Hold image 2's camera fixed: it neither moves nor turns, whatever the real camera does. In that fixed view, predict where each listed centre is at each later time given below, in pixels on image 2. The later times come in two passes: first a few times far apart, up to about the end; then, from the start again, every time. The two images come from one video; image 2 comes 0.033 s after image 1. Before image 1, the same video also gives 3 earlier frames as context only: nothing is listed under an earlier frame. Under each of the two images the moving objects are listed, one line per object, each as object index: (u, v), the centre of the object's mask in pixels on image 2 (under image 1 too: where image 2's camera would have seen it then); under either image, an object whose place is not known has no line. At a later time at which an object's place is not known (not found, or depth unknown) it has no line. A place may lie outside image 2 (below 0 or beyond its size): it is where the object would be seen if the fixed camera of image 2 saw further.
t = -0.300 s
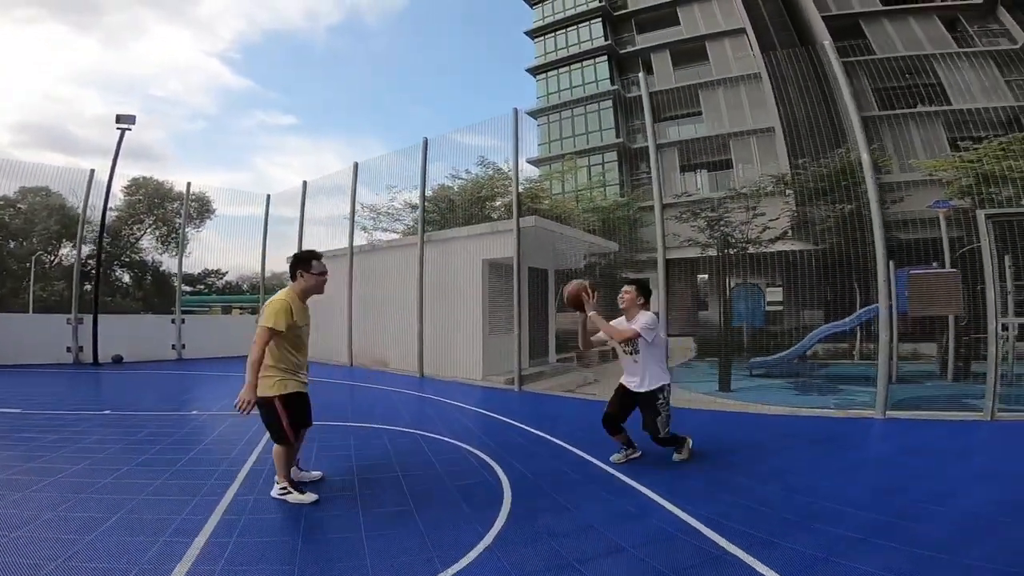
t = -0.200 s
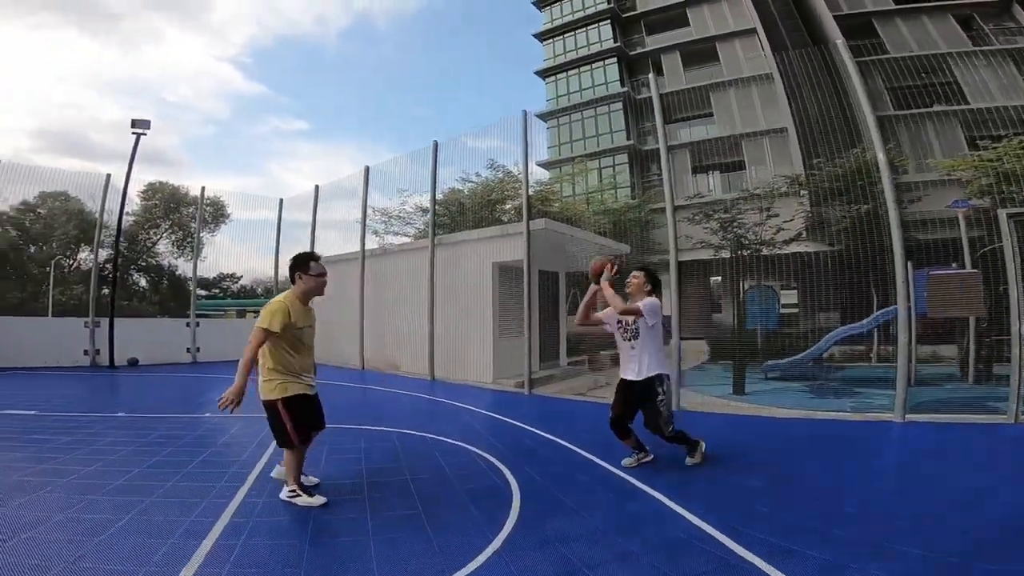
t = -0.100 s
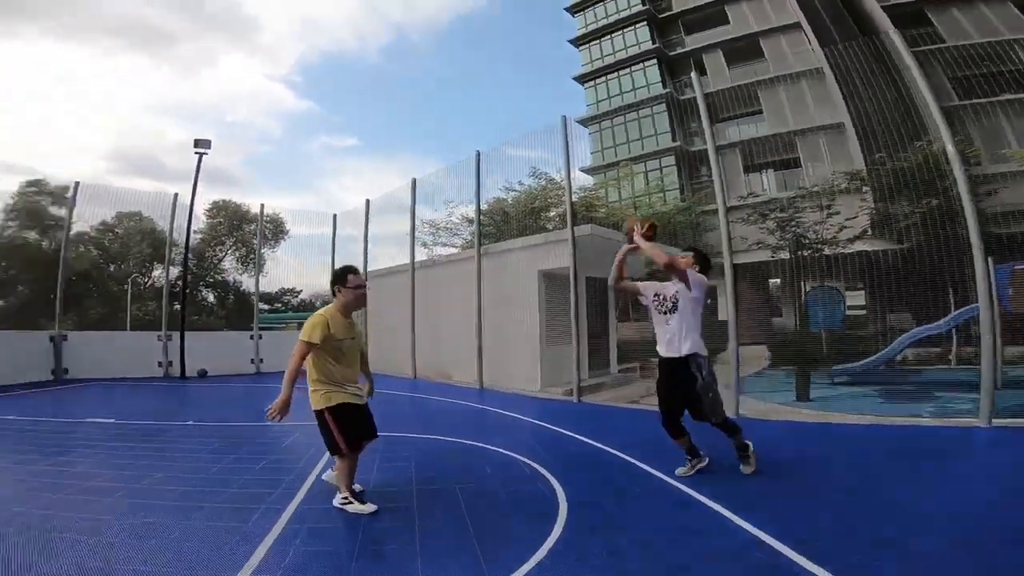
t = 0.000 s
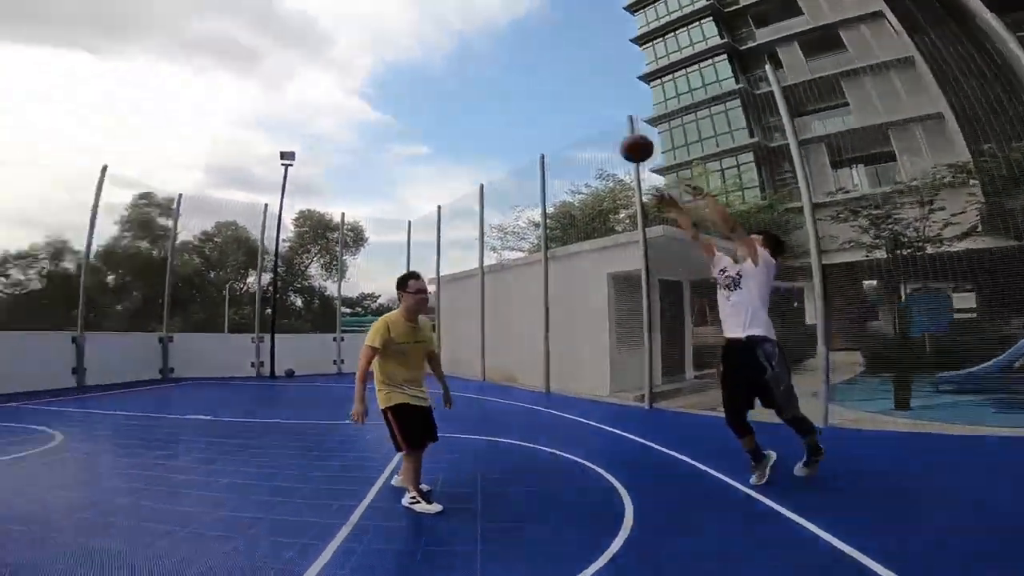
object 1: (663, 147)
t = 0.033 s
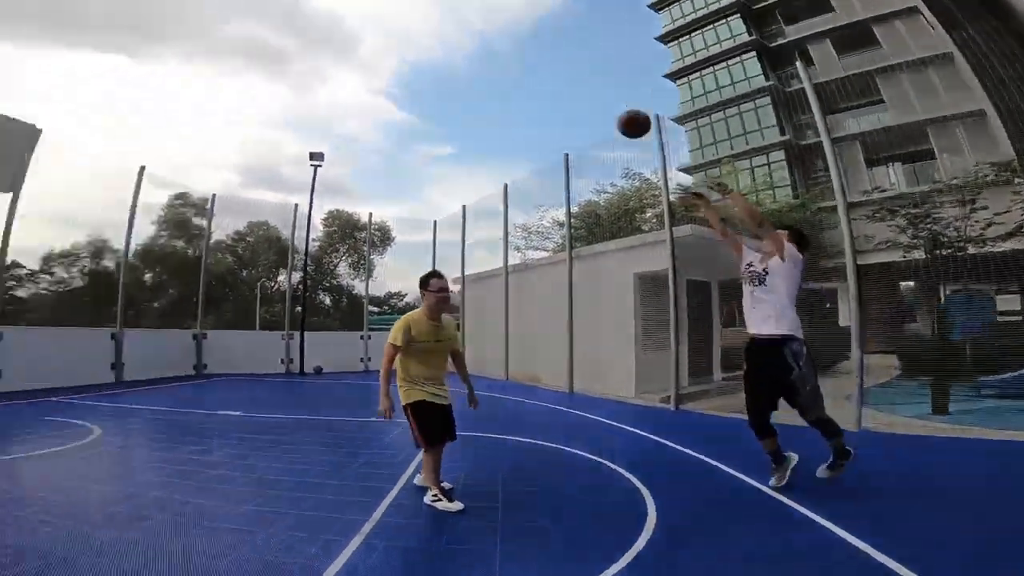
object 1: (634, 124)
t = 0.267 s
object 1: (437, 28)
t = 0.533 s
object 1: (254, 3)
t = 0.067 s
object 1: (605, 103)
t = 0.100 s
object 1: (576, 86)
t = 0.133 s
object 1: (548, 70)
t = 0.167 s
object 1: (519, 57)
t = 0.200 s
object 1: (492, 46)
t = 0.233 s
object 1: (464, 36)
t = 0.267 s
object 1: (437, 28)
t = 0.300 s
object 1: (412, 21)
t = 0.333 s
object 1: (386, 15)
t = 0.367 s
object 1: (362, 10)
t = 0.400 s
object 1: (339, 6)
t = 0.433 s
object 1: (316, 4)
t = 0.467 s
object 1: (295, 3)
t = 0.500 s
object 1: (275, 2)
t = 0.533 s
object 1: (254, 3)
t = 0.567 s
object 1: (236, 4)
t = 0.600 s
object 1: (218, 6)
